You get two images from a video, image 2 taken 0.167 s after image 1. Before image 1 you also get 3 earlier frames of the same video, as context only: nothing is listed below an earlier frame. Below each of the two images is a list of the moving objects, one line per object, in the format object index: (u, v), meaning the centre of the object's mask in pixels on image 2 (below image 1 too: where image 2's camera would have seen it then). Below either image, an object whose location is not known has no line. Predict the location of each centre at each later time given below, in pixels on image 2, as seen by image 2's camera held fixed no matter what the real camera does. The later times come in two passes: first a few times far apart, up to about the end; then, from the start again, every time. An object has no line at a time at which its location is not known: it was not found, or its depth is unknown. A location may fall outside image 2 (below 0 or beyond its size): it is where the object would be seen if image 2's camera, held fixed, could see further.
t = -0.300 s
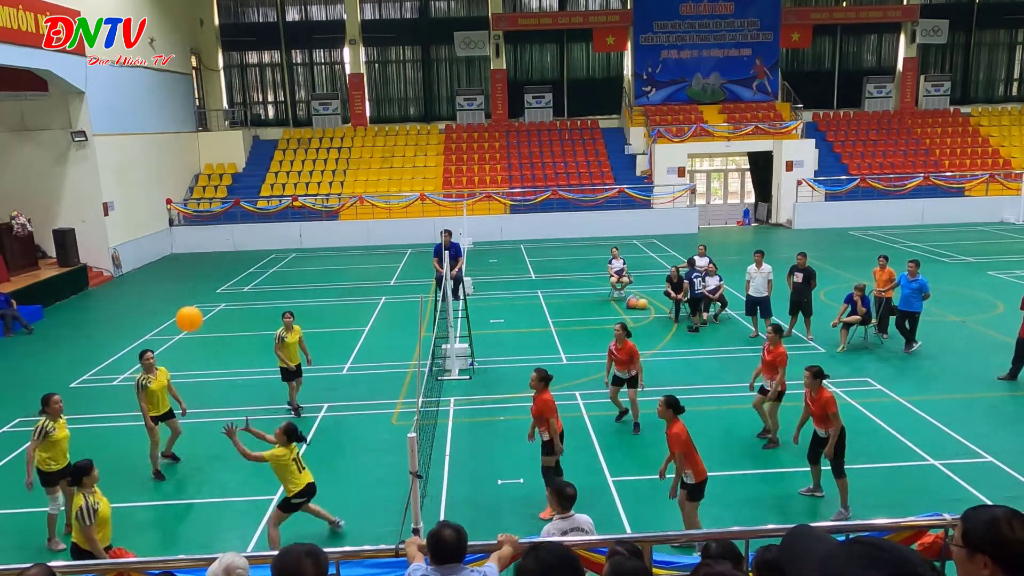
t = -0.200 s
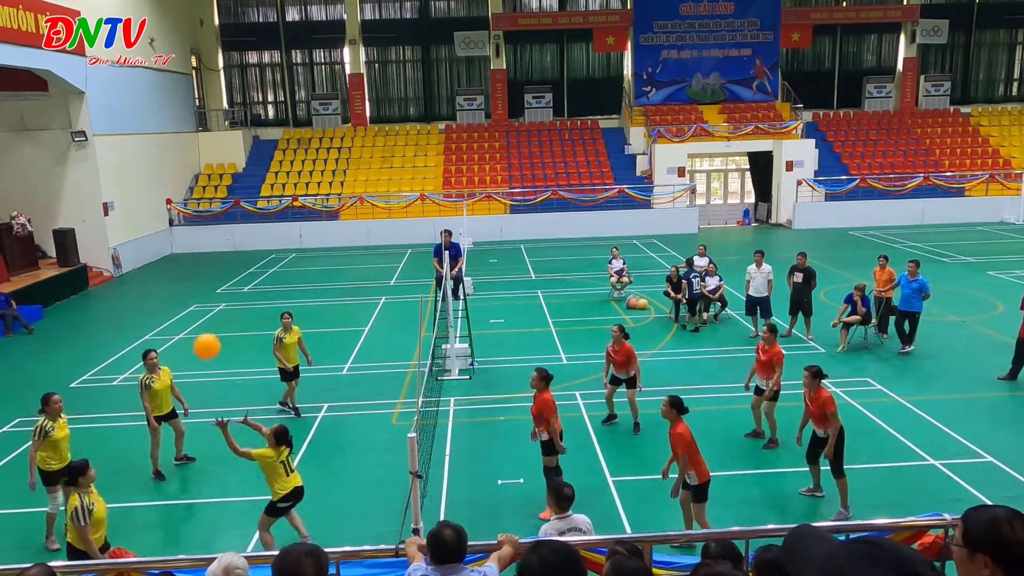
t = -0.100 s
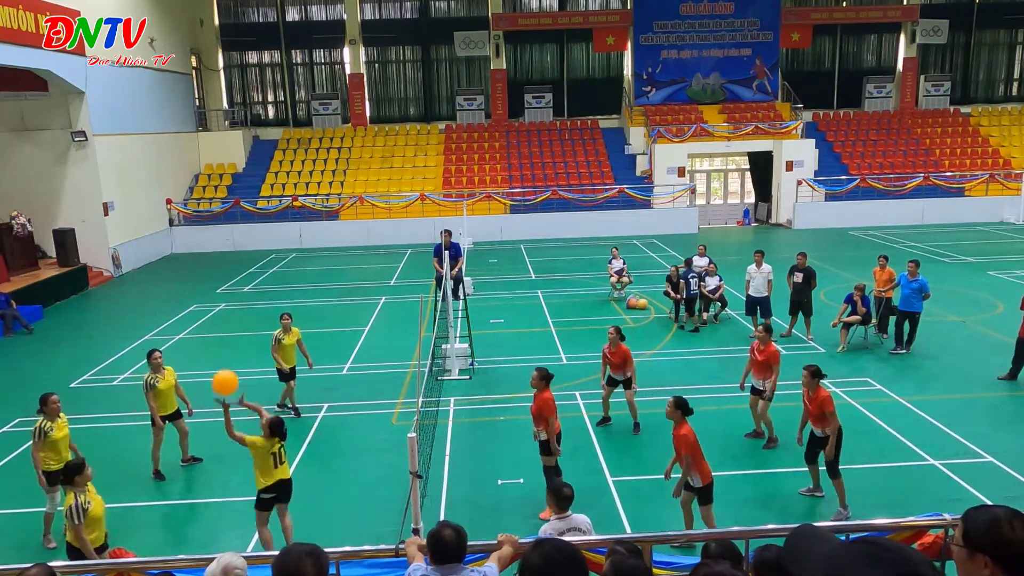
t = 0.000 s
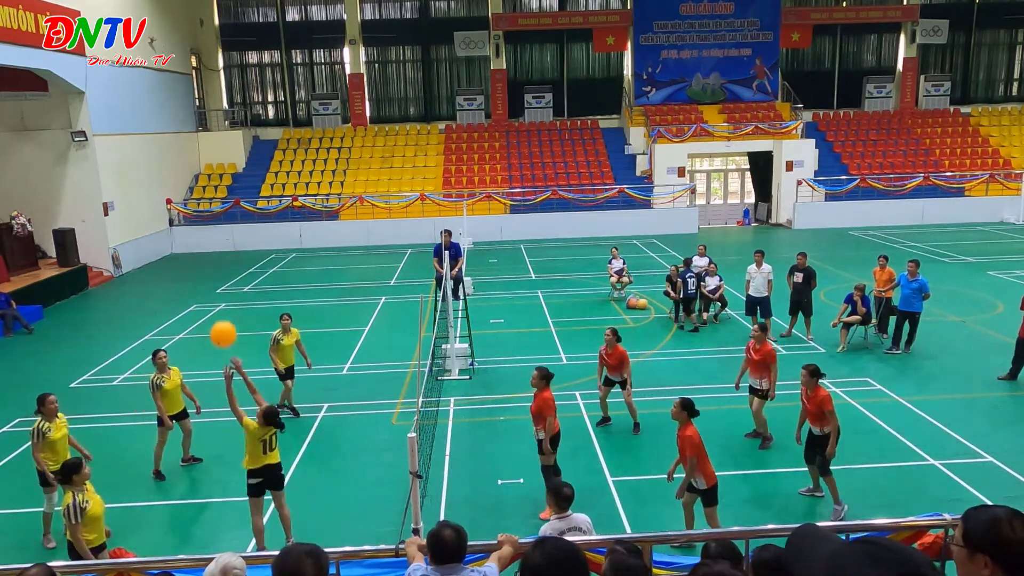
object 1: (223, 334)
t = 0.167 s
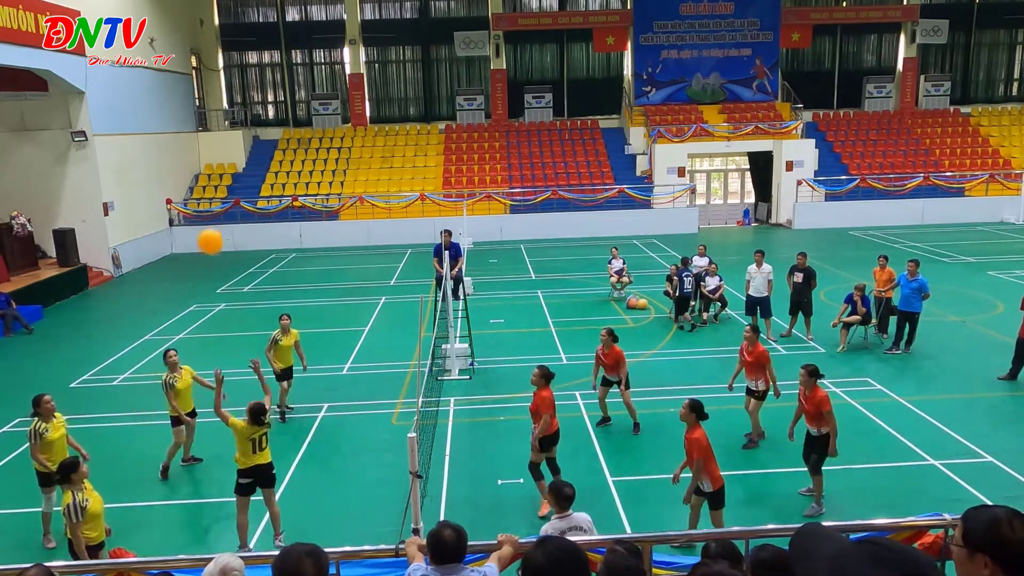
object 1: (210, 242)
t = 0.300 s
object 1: (202, 188)
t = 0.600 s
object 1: (192, 139)
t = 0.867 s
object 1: (193, 170)
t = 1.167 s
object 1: (201, 273)
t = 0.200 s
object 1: (208, 226)
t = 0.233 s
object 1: (206, 212)
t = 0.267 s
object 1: (204, 200)
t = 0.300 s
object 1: (202, 188)
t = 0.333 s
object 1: (200, 177)
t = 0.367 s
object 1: (199, 169)
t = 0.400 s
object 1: (198, 162)
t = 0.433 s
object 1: (197, 155)
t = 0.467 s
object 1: (195, 150)
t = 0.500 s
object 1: (194, 146)
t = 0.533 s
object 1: (193, 142)
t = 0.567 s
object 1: (193, 140)
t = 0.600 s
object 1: (192, 139)
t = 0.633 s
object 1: (192, 139)
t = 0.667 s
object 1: (192, 141)
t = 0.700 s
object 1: (192, 143)
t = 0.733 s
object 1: (192, 147)
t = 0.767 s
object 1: (192, 151)
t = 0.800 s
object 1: (192, 157)
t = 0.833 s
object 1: (192, 163)
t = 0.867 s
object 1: (193, 170)
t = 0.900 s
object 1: (193, 178)
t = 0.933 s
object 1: (194, 187)
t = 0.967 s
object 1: (194, 196)
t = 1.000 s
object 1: (196, 208)
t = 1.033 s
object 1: (197, 219)
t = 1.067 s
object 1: (198, 231)
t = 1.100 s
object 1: (199, 245)
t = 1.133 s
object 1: (200, 259)
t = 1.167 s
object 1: (201, 273)
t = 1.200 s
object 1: (203, 287)
